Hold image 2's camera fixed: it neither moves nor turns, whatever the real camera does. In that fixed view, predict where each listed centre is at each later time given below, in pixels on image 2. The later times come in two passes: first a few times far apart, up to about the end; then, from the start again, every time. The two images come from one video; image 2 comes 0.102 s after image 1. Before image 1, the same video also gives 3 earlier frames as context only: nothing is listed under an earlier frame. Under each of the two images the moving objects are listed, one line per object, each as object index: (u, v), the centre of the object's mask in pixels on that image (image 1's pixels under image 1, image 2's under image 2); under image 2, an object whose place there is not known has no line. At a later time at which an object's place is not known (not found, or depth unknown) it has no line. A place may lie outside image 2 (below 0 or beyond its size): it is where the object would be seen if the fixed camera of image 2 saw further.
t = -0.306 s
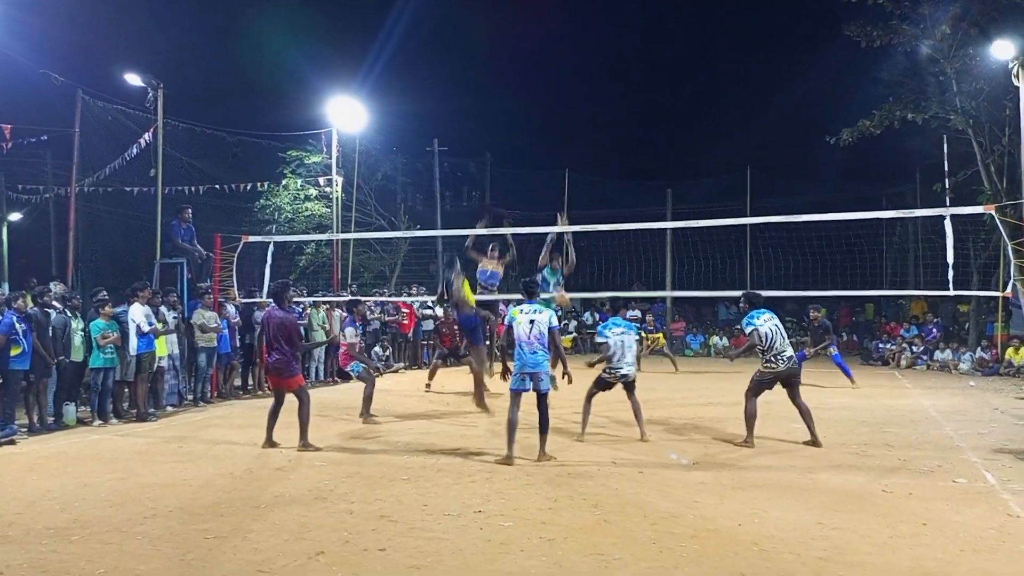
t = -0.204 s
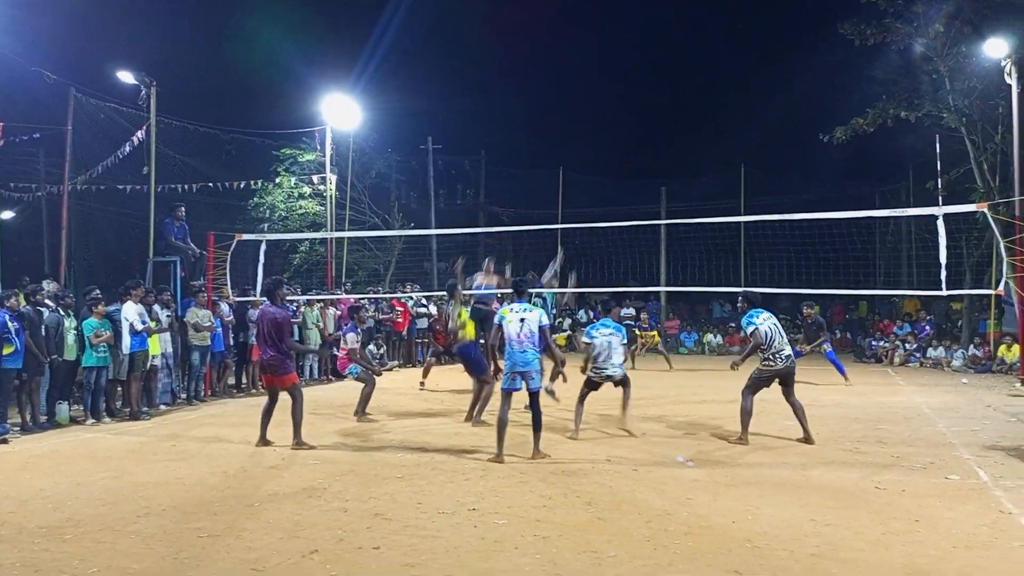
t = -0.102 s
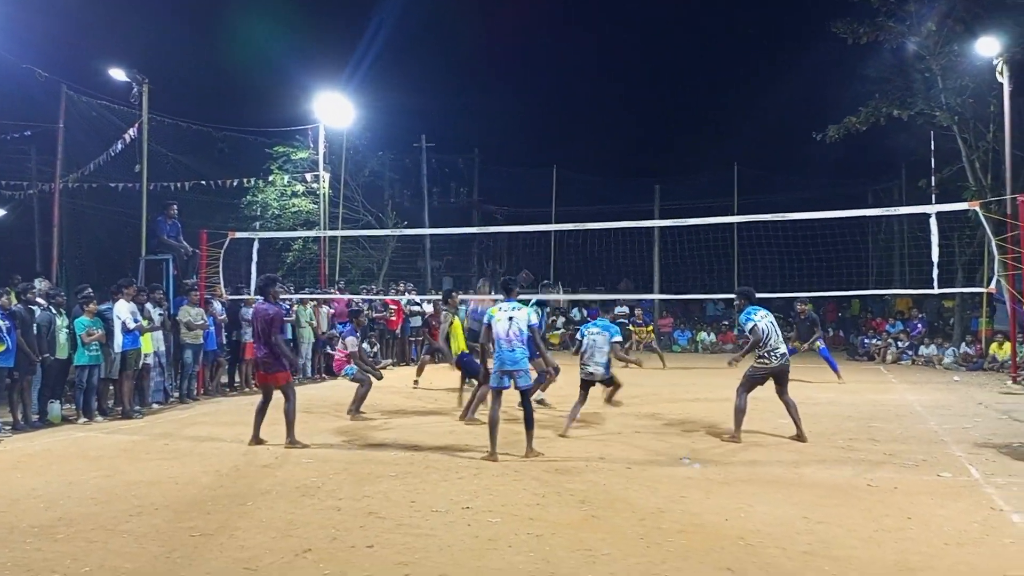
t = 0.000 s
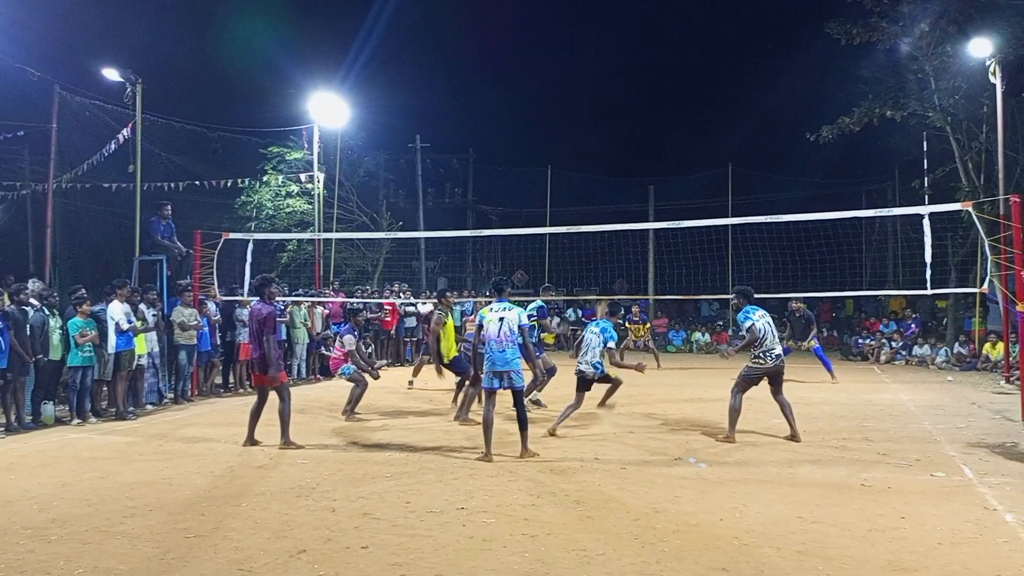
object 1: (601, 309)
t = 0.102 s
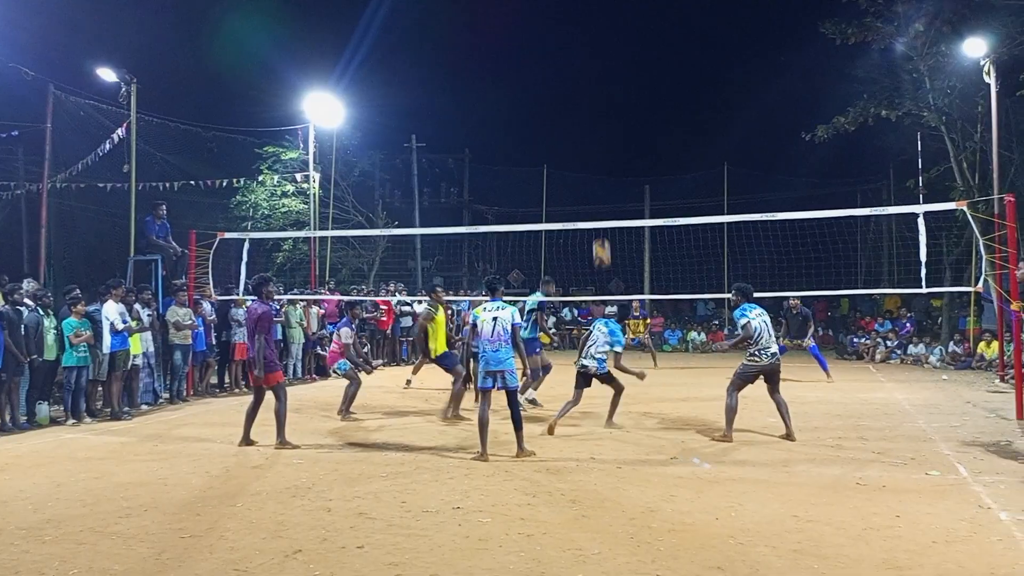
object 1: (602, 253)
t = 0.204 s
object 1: (602, 201)
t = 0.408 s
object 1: (604, 124)
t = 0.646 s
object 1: (605, 75)
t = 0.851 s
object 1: (607, 69)
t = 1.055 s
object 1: (609, 95)
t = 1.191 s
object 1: (611, 128)
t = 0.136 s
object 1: (602, 237)
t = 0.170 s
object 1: (602, 217)
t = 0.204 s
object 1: (602, 201)
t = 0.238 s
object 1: (602, 186)
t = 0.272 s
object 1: (603, 172)
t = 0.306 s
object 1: (603, 158)
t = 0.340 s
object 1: (603, 145)
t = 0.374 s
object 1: (604, 135)
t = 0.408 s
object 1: (604, 124)
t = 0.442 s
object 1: (604, 114)
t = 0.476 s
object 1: (604, 105)
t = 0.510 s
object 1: (605, 97)
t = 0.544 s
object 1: (605, 91)
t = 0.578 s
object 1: (605, 85)
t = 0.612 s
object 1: (605, 80)
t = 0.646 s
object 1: (605, 75)
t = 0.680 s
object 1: (606, 72)
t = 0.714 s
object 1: (606, 70)
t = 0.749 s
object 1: (606, 69)
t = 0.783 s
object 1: (607, 68)
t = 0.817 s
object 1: (607, 68)
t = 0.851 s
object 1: (607, 69)
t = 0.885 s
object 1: (607, 72)
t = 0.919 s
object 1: (608, 74)
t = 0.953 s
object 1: (608, 78)
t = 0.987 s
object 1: (609, 82)
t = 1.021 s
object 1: (609, 88)
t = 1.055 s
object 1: (609, 95)
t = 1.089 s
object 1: (610, 102)
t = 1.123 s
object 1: (610, 110)
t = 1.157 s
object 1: (610, 119)
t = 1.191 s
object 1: (611, 128)
